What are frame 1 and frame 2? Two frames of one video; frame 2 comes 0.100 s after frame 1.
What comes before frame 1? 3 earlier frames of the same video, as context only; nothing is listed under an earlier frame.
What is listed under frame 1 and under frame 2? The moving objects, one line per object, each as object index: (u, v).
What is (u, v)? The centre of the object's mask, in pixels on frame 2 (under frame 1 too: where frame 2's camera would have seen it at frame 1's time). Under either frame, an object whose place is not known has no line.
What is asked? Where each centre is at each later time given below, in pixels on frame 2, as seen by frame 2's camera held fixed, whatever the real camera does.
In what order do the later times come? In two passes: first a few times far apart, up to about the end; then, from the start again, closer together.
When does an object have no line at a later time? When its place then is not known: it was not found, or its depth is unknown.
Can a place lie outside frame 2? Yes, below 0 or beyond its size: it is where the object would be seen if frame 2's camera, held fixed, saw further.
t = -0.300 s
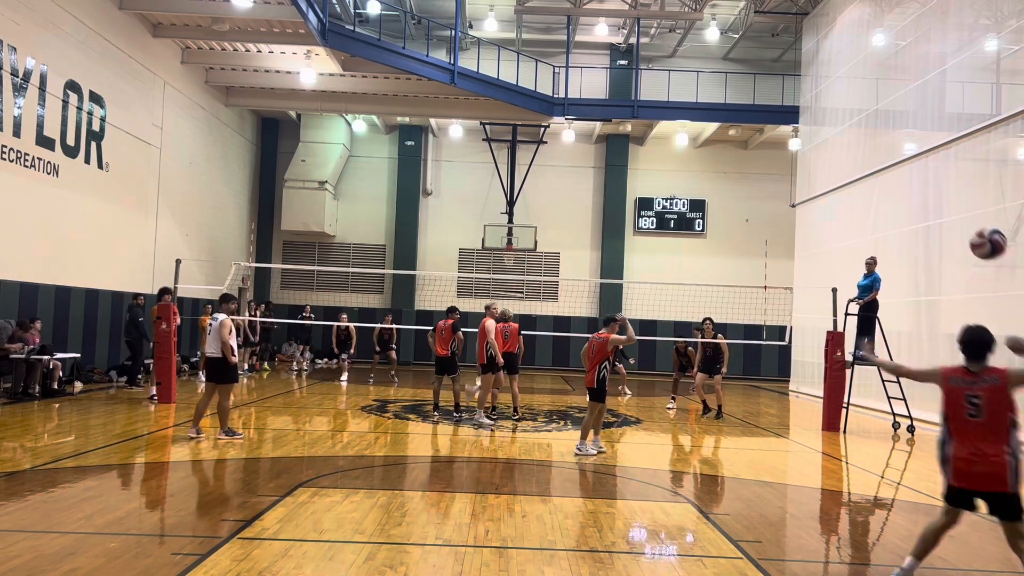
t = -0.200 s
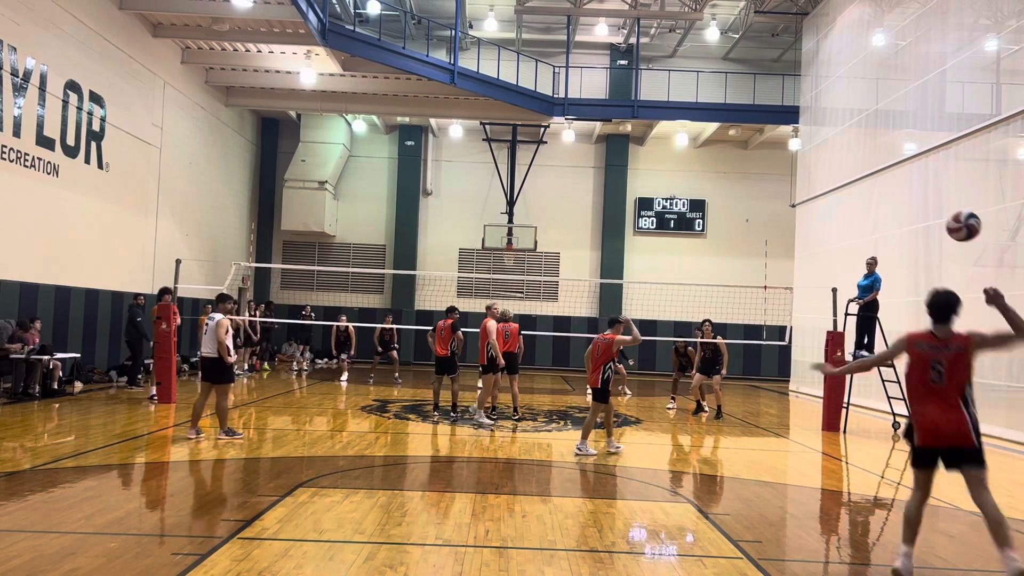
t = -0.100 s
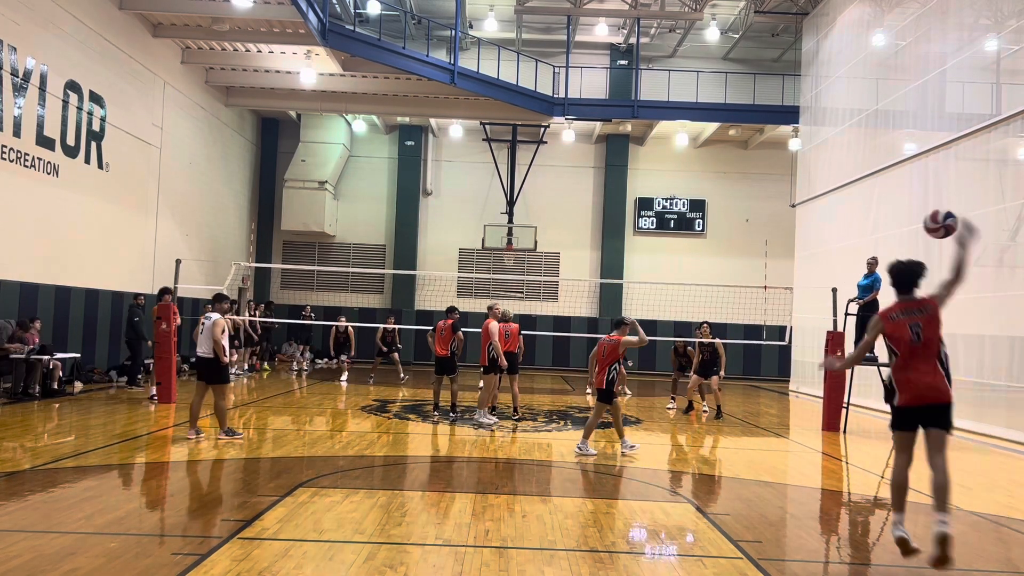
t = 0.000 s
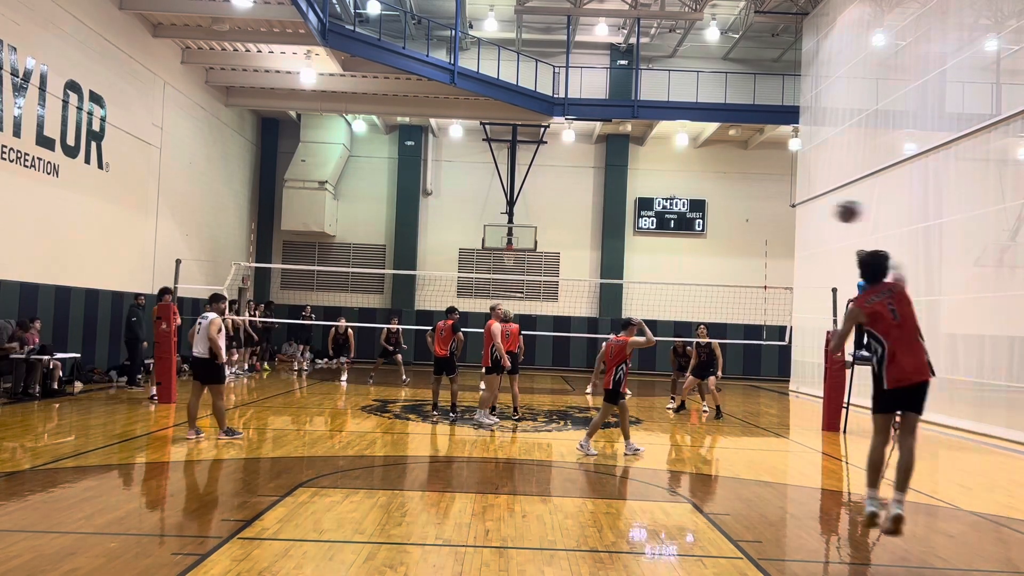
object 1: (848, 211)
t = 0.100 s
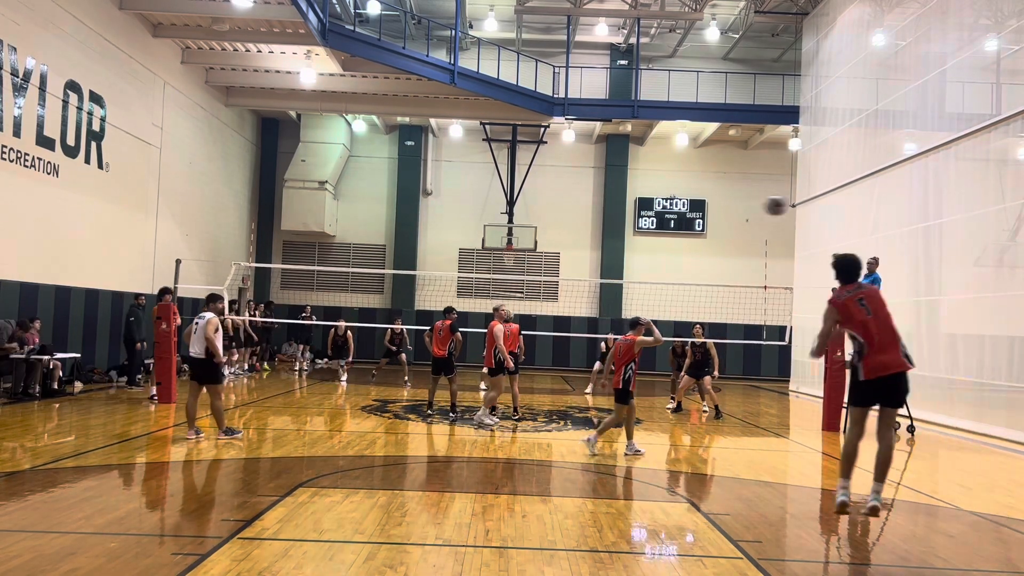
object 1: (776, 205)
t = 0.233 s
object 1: (717, 212)
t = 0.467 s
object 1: (661, 245)
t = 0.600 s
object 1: (645, 267)
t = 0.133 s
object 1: (758, 205)
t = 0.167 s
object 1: (742, 207)
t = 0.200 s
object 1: (729, 209)
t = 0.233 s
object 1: (717, 212)
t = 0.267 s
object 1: (706, 216)
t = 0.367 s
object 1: (681, 228)
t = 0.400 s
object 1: (673, 234)
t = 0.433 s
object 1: (667, 239)
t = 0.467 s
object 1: (661, 245)
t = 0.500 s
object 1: (657, 250)
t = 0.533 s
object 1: (652, 255)
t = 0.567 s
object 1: (648, 261)
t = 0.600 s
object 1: (645, 267)
